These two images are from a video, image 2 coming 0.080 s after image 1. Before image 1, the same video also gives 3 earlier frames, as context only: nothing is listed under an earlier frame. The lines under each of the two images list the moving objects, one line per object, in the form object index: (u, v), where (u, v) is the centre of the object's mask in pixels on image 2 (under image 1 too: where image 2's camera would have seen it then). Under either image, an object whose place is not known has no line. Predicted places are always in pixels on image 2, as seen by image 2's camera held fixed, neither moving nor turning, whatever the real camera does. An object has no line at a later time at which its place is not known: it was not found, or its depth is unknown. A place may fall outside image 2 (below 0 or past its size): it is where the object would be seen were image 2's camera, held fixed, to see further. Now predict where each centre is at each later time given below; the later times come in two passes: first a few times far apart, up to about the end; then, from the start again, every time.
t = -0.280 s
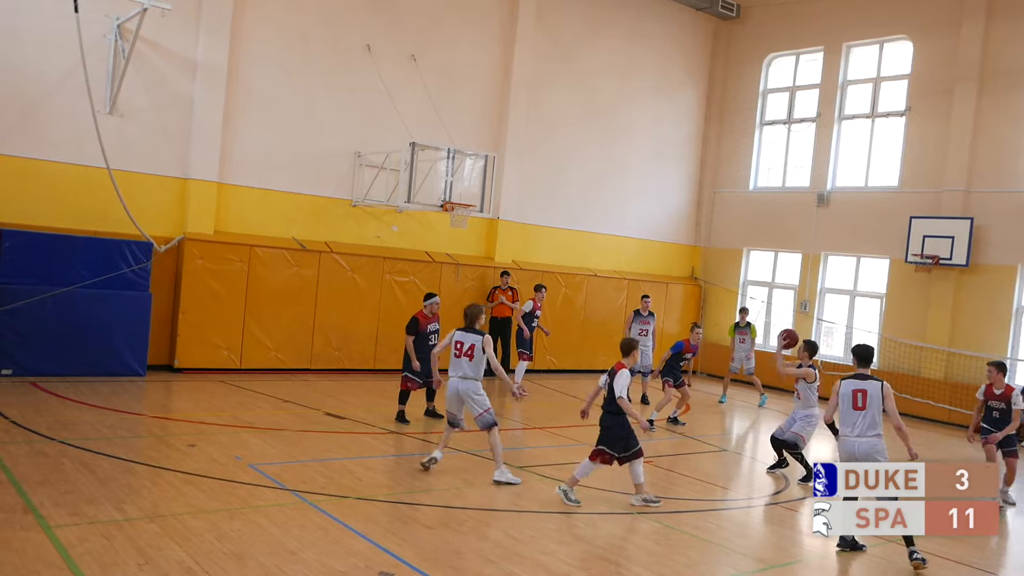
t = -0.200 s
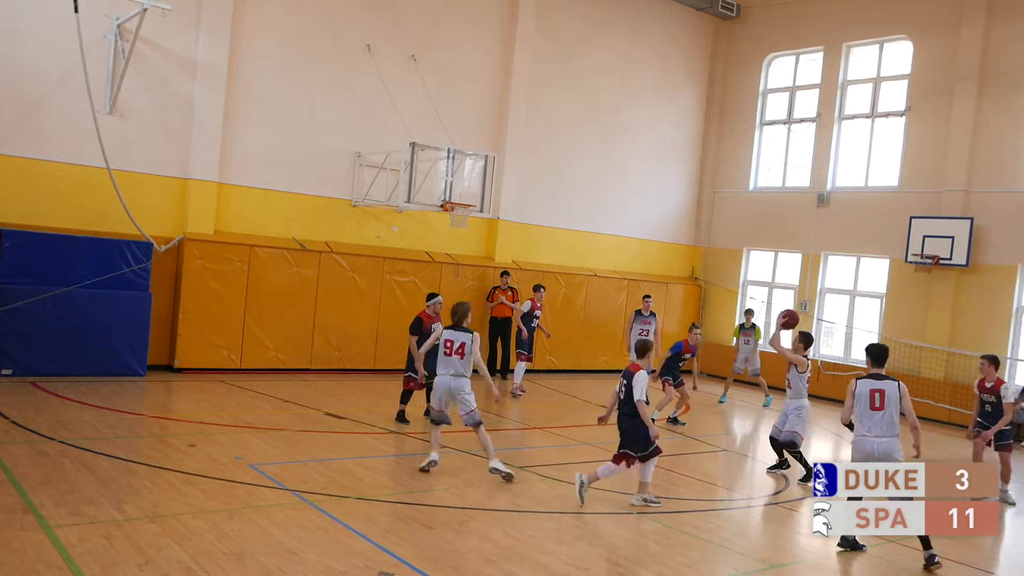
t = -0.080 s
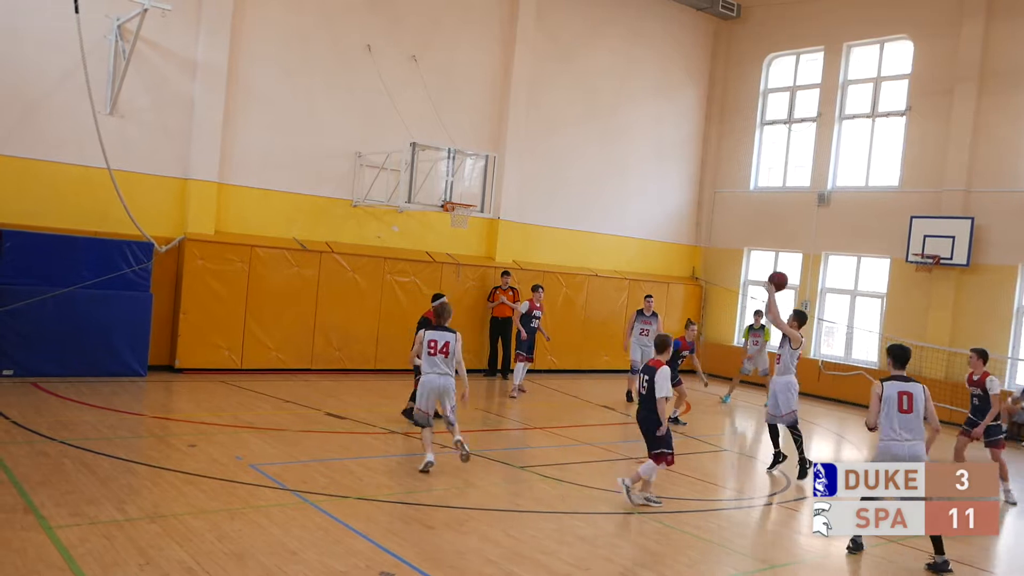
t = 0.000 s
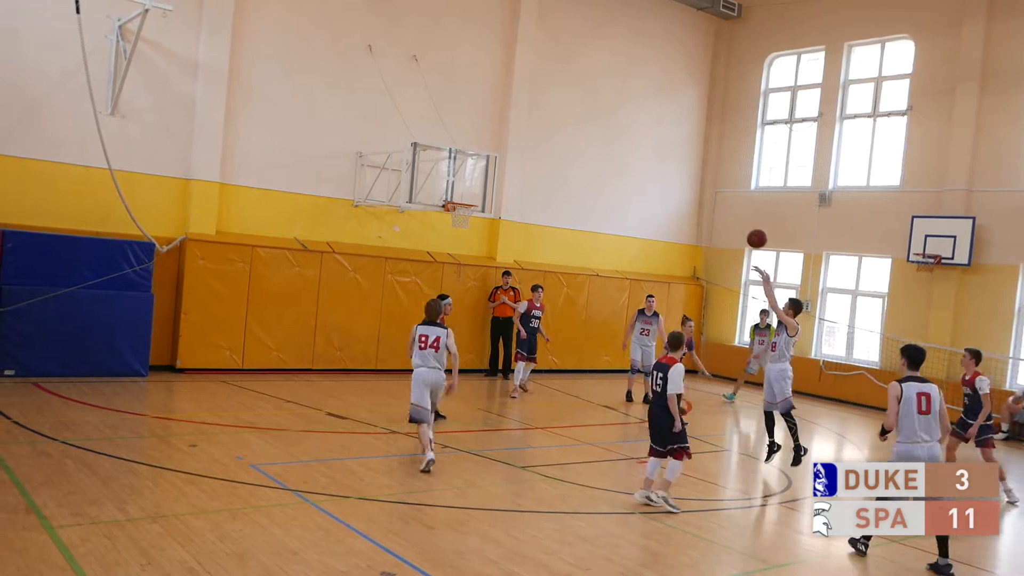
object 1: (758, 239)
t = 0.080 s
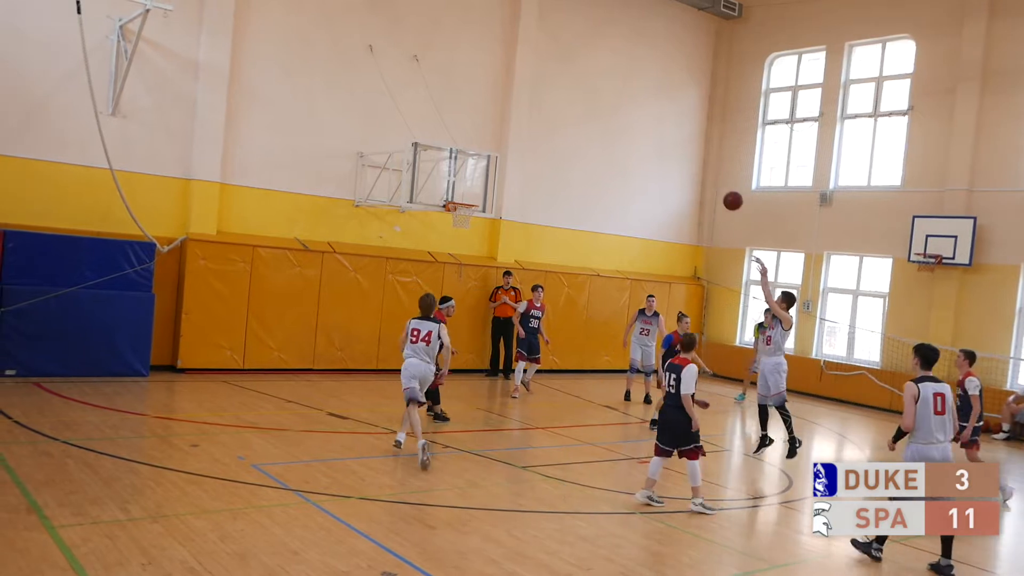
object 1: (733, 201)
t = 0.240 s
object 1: (684, 144)
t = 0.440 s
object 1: (627, 105)
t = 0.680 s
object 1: (562, 99)
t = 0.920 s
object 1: (501, 131)
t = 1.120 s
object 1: (452, 182)
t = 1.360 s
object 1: (423, 208)
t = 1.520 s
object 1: (409, 234)
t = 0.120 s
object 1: (720, 184)
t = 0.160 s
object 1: (708, 169)
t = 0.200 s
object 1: (696, 156)
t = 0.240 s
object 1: (684, 144)
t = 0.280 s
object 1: (673, 134)
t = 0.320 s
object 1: (661, 125)
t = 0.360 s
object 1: (650, 117)
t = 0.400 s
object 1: (639, 110)
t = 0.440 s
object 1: (627, 105)
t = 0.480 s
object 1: (616, 102)
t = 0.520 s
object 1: (605, 99)
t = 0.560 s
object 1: (594, 97)
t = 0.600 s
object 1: (584, 97)
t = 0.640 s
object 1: (573, 97)
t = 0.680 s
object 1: (562, 99)
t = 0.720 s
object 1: (552, 102)
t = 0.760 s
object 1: (542, 106)
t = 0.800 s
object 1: (531, 111)
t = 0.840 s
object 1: (521, 116)
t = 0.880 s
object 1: (511, 123)
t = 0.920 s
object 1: (501, 131)
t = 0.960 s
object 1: (491, 140)
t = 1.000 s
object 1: (481, 149)
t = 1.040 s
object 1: (472, 159)
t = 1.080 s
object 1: (462, 170)
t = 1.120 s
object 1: (452, 182)
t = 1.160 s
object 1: (443, 195)
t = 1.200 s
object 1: (440, 199)
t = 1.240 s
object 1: (433, 199)
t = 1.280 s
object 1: (430, 201)
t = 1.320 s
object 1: (427, 204)
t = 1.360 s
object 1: (423, 208)
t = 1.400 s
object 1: (420, 213)
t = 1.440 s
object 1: (416, 219)
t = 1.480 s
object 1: (412, 226)
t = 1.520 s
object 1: (409, 234)
